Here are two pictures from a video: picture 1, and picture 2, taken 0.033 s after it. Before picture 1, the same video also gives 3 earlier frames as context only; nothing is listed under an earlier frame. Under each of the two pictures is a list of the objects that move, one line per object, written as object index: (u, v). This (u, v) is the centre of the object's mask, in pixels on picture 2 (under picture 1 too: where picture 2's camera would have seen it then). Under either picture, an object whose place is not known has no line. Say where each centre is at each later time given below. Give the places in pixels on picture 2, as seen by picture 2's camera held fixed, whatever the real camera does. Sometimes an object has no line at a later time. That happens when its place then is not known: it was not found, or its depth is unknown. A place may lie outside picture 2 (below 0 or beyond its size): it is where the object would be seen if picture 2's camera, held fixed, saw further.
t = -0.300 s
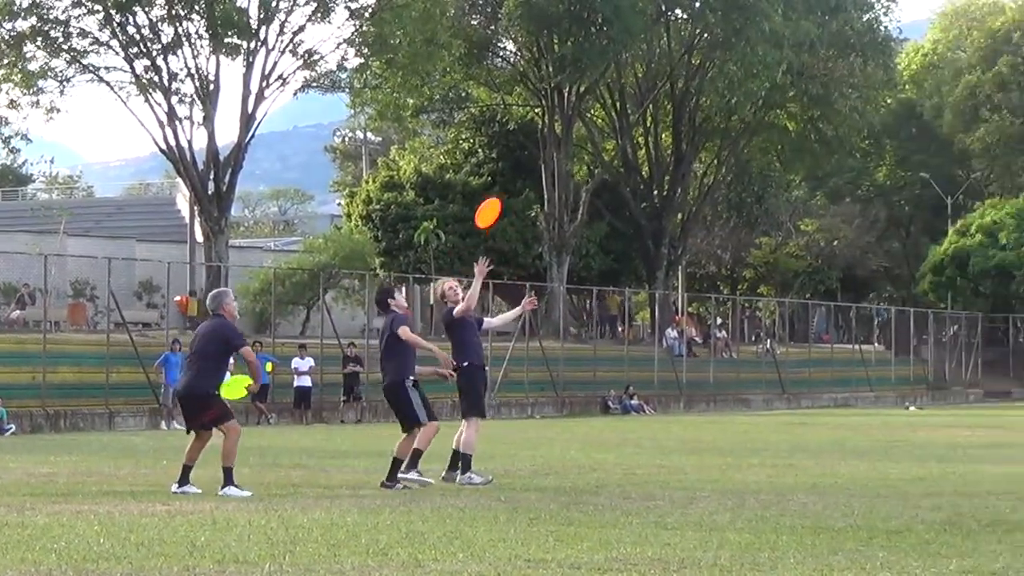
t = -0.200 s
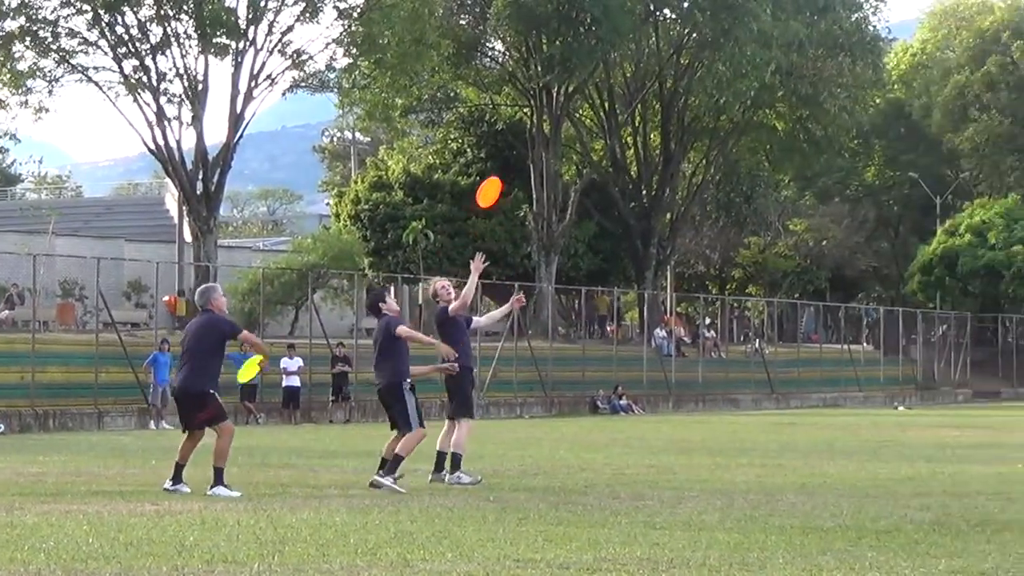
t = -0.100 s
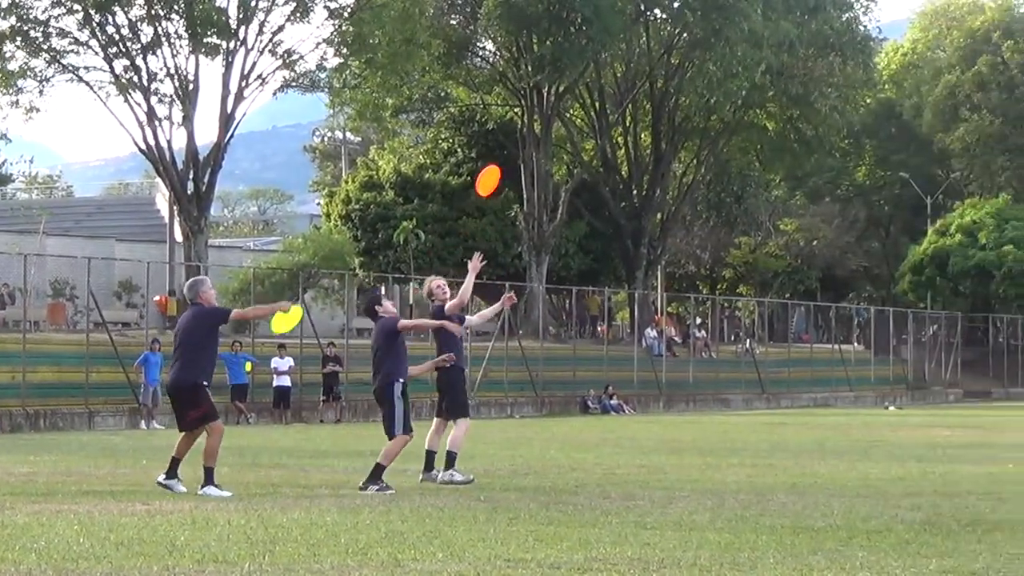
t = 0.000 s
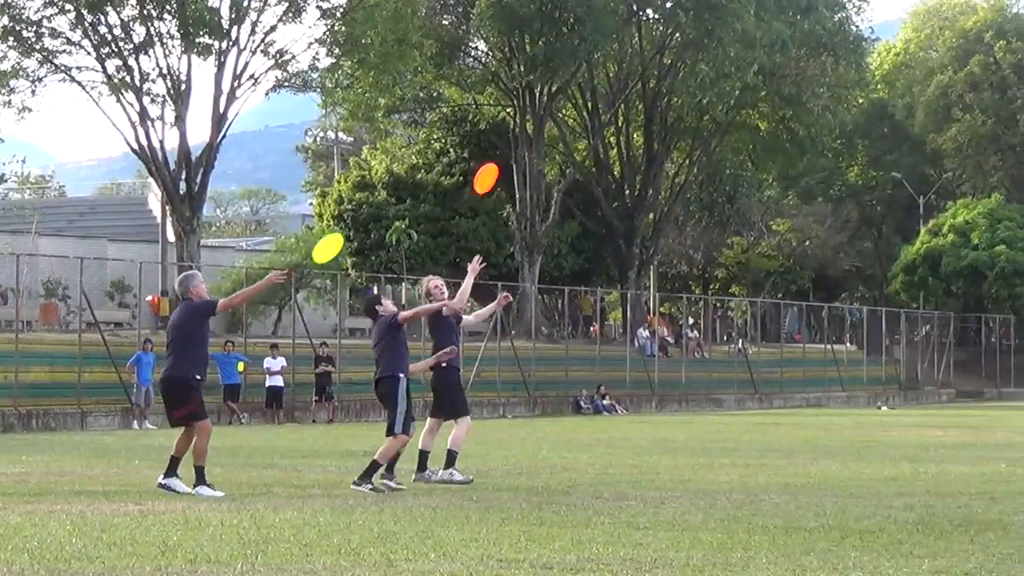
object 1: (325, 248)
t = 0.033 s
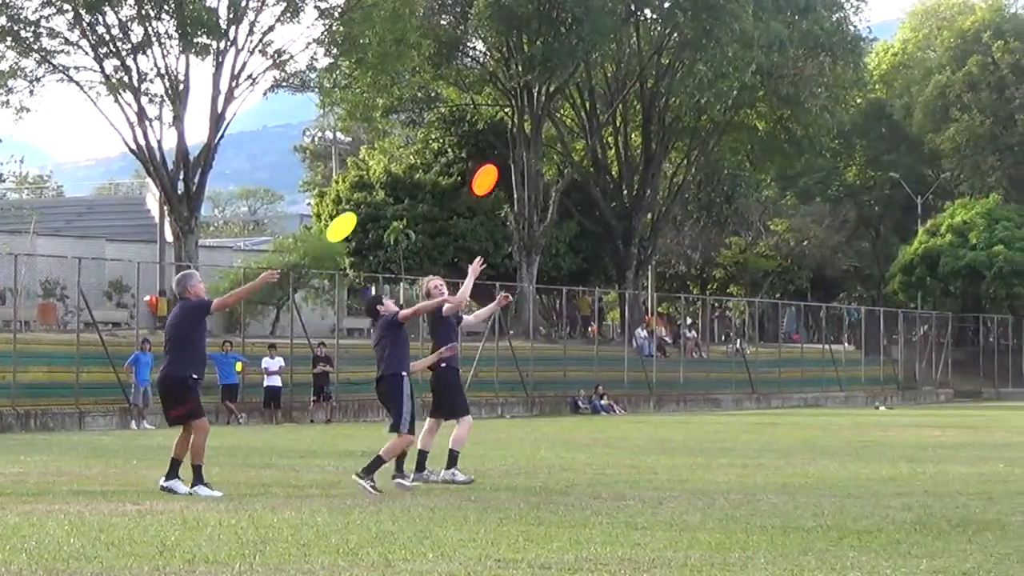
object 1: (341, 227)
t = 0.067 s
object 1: (356, 207)
